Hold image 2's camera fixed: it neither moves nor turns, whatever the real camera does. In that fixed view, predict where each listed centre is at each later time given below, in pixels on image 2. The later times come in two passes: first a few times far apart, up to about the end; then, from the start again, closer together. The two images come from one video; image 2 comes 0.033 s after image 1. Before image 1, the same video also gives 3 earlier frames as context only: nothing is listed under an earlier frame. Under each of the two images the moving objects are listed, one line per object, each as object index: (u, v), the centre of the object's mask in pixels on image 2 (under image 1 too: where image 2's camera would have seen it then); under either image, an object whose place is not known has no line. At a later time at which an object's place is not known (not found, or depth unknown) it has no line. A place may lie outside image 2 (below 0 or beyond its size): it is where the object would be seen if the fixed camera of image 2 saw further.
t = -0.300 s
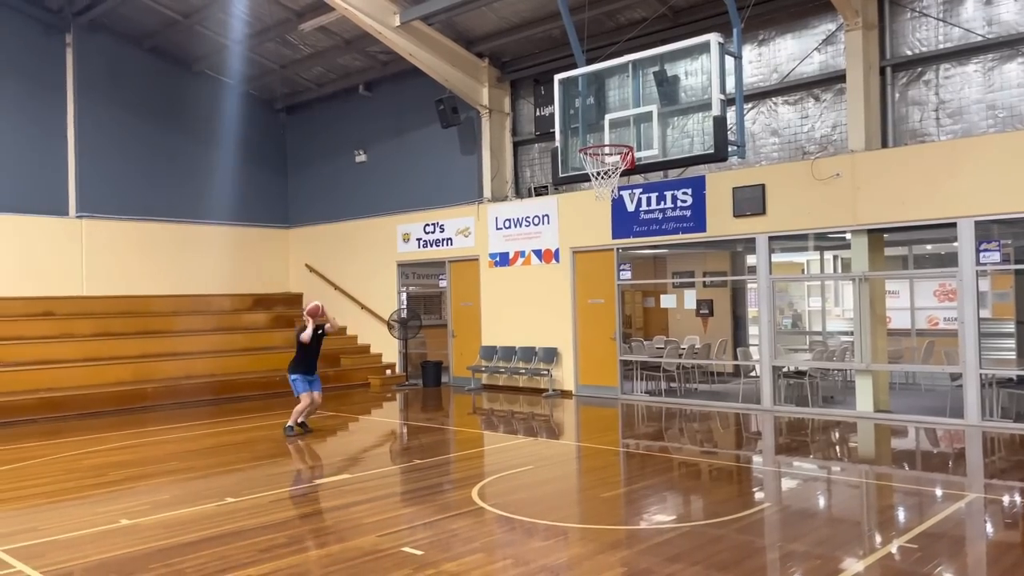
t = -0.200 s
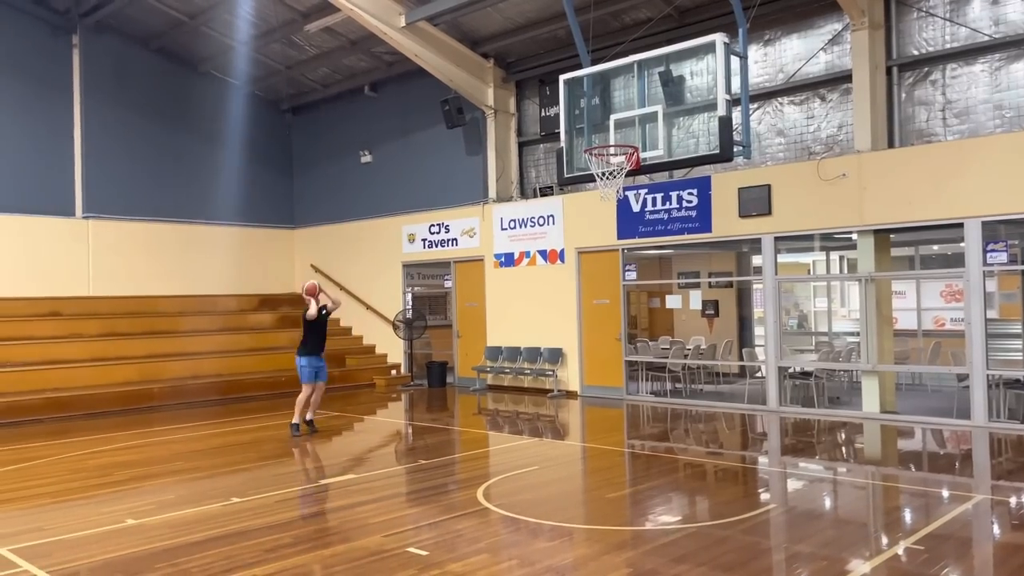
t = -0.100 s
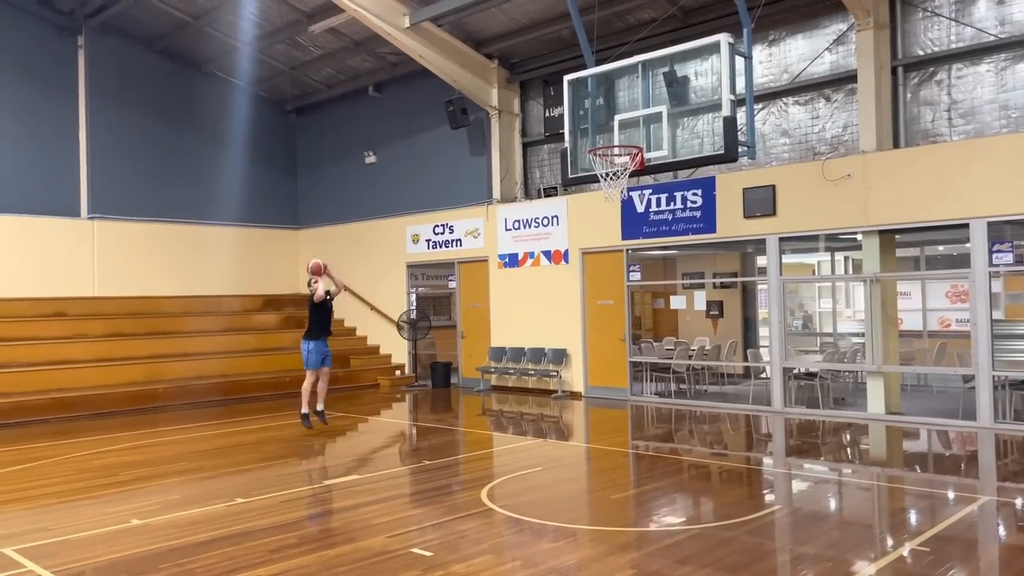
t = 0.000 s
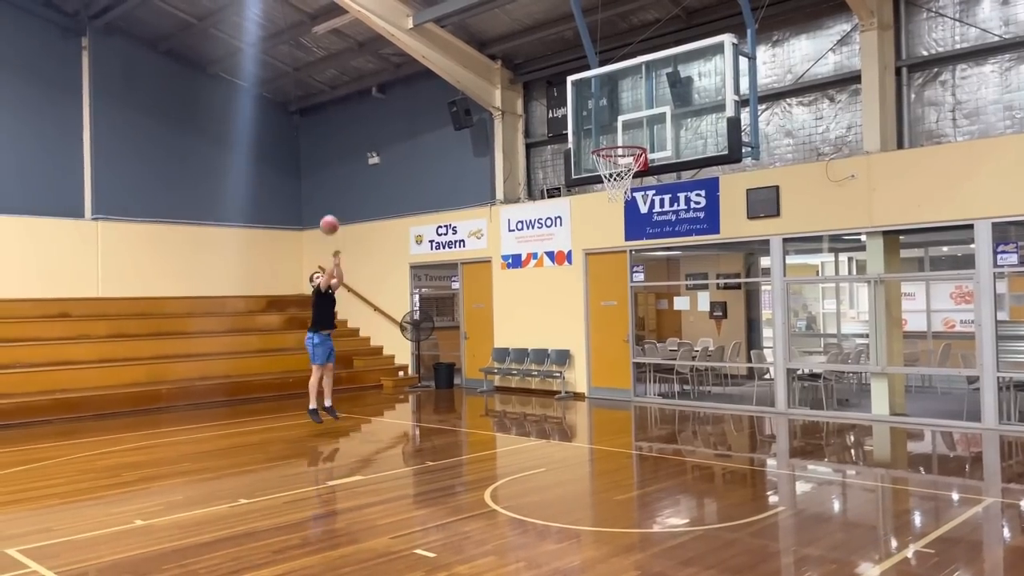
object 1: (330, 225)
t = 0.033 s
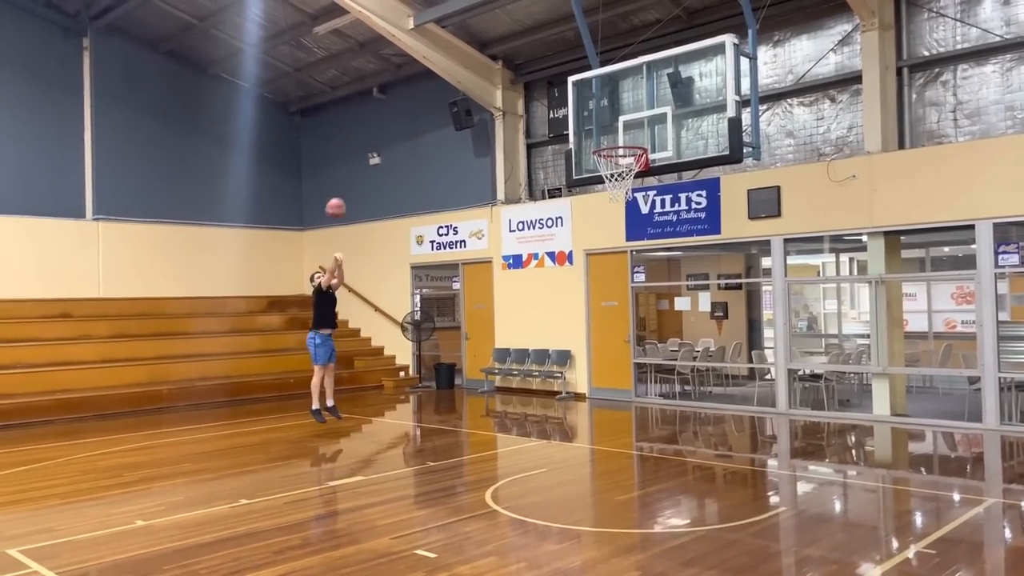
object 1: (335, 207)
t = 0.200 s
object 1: (363, 131)
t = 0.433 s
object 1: (407, 52)
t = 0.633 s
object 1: (449, 13)
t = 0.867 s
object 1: (506, 10)
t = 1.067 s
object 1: (565, 52)
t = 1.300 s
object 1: (625, 127)
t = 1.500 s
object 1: (615, 102)
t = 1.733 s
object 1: (572, 117)
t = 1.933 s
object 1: (534, 178)
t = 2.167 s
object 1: (492, 302)
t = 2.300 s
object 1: (467, 400)
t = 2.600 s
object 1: (431, 366)
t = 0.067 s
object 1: (341, 191)
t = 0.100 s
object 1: (346, 175)
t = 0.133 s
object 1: (352, 160)
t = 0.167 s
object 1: (358, 145)
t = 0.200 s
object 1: (363, 131)
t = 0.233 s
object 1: (369, 117)
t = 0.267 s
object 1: (375, 104)
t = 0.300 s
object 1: (381, 92)
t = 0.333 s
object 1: (388, 81)
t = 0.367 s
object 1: (394, 70)
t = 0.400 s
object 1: (400, 60)
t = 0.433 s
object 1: (407, 52)
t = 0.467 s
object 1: (414, 42)
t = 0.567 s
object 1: (433, 22)
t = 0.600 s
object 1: (441, 16)
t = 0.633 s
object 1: (449, 13)
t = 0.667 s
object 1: (457, 9)
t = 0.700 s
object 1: (464, 6)
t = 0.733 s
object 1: (472, 5)
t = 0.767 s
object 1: (481, 5)
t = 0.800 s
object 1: (489, 5)
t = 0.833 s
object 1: (497, 6)
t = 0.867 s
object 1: (506, 10)
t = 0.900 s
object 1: (515, 13)
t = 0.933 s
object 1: (524, 19)
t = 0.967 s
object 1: (534, 26)
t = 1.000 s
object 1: (544, 33)
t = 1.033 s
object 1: (555, 42)
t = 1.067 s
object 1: (565, 52)
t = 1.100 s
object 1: (575, 63)
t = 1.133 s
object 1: (585, 77)
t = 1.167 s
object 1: (596, 92)
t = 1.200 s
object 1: (608, 107)
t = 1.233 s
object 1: (619, 125)
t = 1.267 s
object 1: (625, 134)
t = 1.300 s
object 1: (625, 127)
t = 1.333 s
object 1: (624, 120)
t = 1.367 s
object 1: (624, 115)
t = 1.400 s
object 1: (623, 110)
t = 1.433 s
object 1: (623, 108)
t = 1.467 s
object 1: (621, 105)
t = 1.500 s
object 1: (615, 102)
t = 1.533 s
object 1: (609, 101)
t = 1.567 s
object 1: (602, 101)
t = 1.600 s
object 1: (596, 102)
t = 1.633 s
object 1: (590, 104)
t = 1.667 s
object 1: (583, 107)
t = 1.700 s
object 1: (576, 112)
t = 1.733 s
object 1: (572, 117)
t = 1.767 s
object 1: (564, 125)
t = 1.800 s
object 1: (559, 133)
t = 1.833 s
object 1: (553, 143)
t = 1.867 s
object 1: (546, 153)
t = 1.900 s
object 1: (540, 165)
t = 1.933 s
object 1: (534, 178)
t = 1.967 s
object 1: (528, 192)
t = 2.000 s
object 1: (522, 207)
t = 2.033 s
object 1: (517, 224)
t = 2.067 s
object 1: (511, 242)
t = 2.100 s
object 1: (505, 261)
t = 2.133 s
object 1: (498, 282)
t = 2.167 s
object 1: (492, 302)
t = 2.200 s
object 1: (486, 324)
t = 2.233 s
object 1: (480, 348)
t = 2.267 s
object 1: (473, 372)
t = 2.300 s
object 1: (467, 400)
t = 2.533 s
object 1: (437, 402)
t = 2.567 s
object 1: (434, 383)
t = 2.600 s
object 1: (431, 366)
